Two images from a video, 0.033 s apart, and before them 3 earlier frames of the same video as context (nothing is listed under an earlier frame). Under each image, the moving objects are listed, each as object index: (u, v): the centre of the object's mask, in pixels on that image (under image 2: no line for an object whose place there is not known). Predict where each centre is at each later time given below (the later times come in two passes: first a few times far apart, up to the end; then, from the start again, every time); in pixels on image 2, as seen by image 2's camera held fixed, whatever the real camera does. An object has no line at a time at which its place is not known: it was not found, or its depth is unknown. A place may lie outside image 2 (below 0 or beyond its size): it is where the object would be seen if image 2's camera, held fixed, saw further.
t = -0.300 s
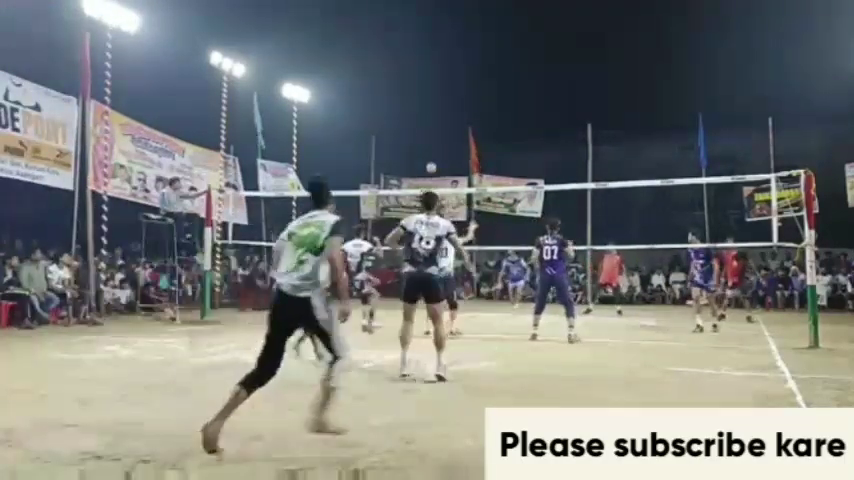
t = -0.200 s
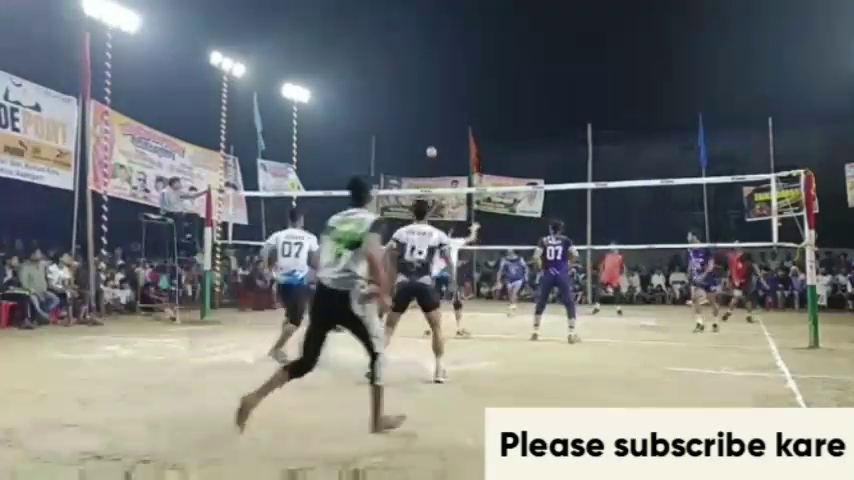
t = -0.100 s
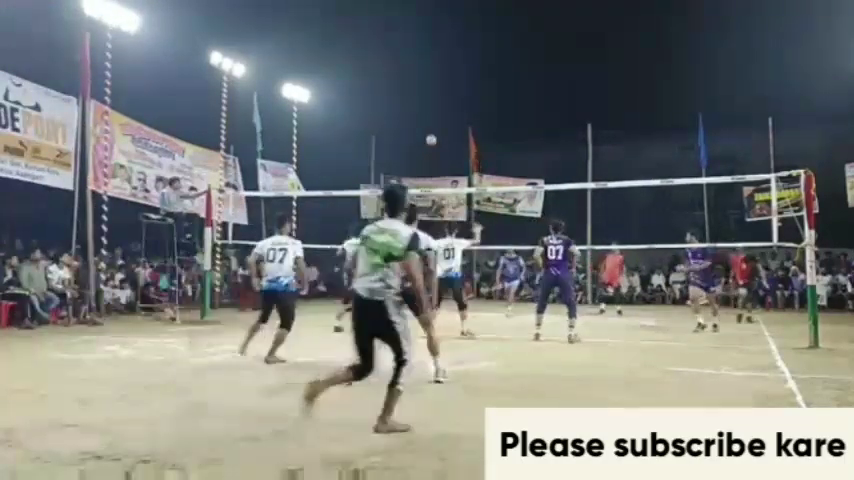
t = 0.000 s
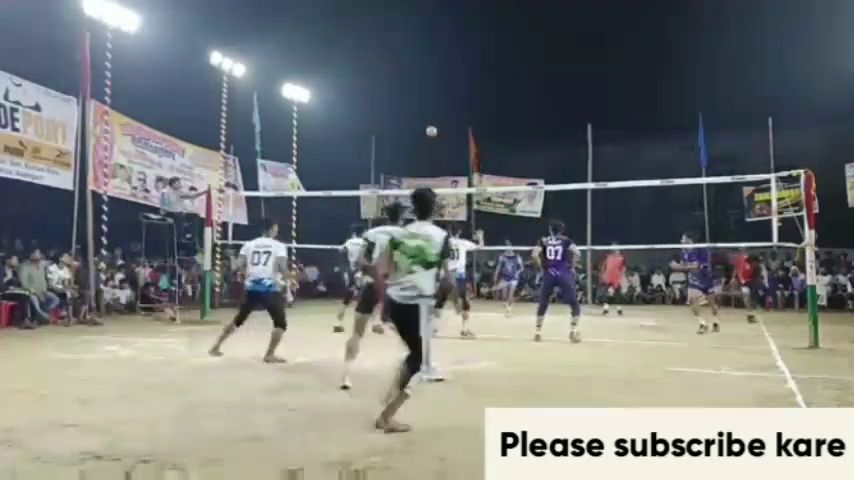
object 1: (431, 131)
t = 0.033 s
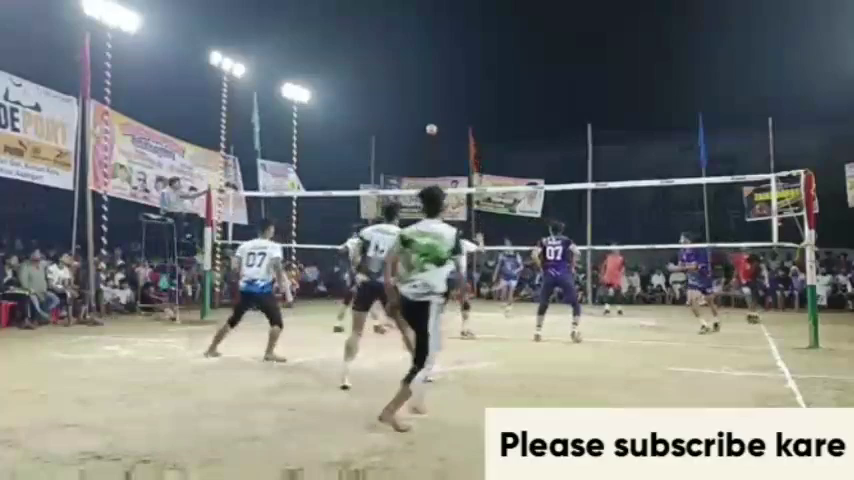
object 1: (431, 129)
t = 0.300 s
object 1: (432, 133)
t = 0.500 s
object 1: (432, 161)
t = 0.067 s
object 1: (431, 128)
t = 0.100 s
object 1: (431, 127)
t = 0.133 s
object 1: (431, 127)
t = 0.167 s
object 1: (431, 127)
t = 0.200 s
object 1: (431, 127)
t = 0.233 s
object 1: (431, 128)
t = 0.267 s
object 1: (431, 130)
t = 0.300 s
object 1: (432, 133)
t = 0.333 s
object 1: (432, 136)
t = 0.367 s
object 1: (432, 140)
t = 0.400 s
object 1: (432, 144)
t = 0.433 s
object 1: (432, 149)
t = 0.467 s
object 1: (432, 154)
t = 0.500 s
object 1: (432, 161)
